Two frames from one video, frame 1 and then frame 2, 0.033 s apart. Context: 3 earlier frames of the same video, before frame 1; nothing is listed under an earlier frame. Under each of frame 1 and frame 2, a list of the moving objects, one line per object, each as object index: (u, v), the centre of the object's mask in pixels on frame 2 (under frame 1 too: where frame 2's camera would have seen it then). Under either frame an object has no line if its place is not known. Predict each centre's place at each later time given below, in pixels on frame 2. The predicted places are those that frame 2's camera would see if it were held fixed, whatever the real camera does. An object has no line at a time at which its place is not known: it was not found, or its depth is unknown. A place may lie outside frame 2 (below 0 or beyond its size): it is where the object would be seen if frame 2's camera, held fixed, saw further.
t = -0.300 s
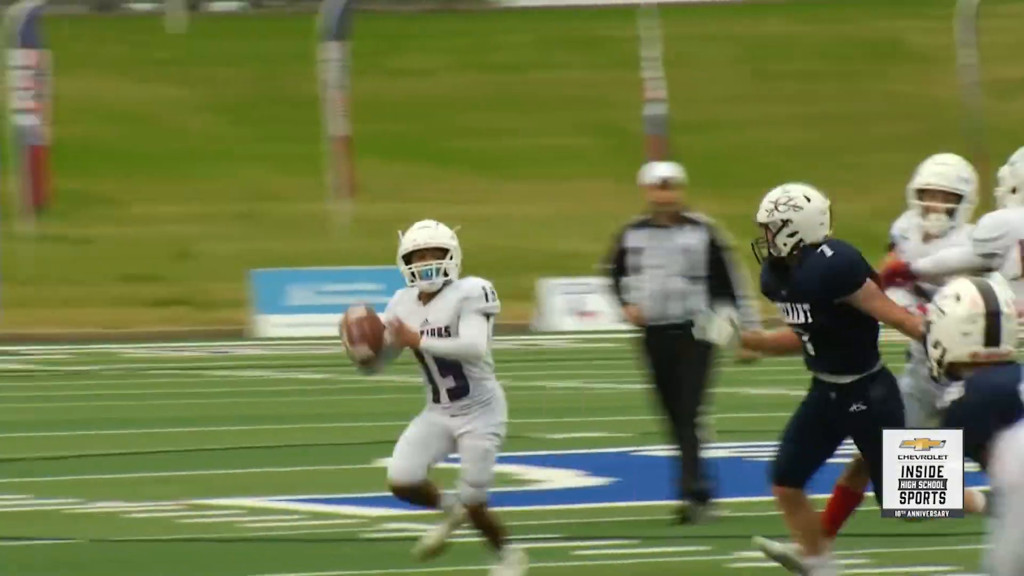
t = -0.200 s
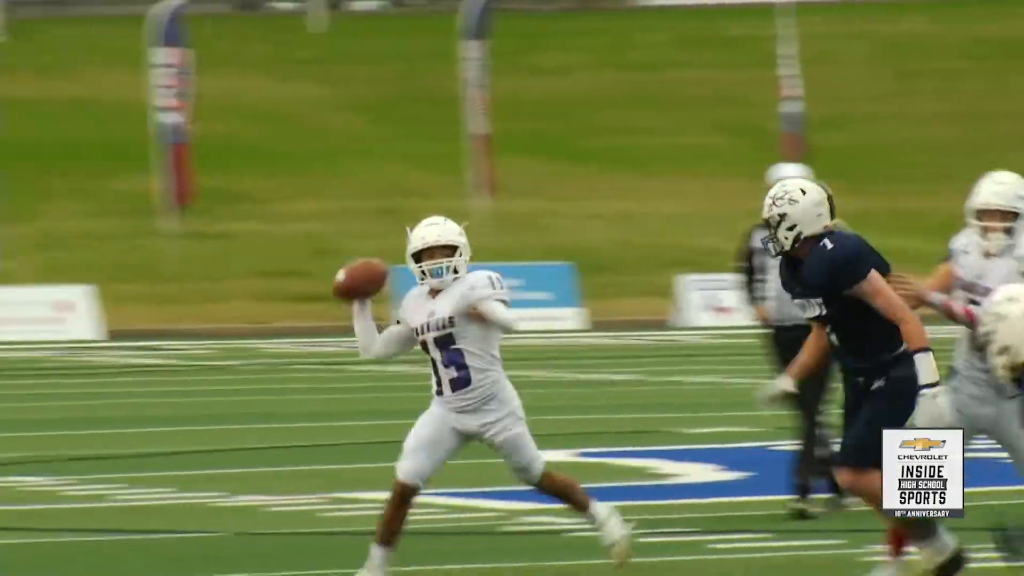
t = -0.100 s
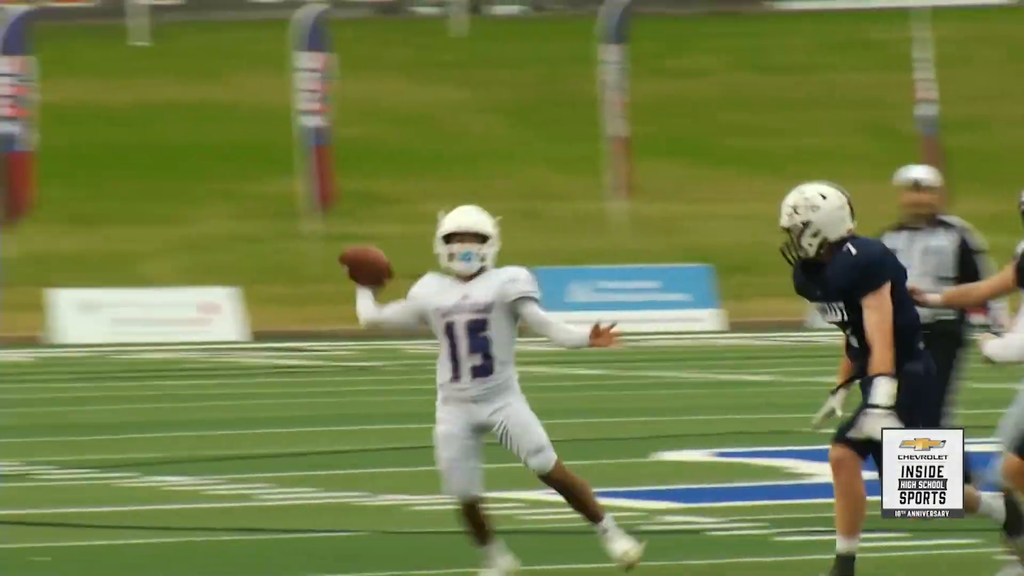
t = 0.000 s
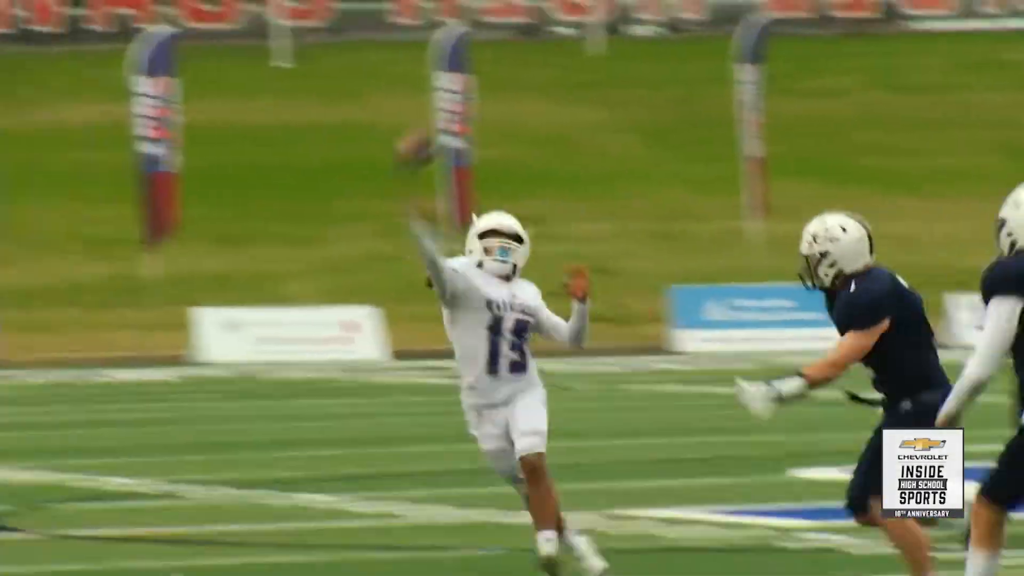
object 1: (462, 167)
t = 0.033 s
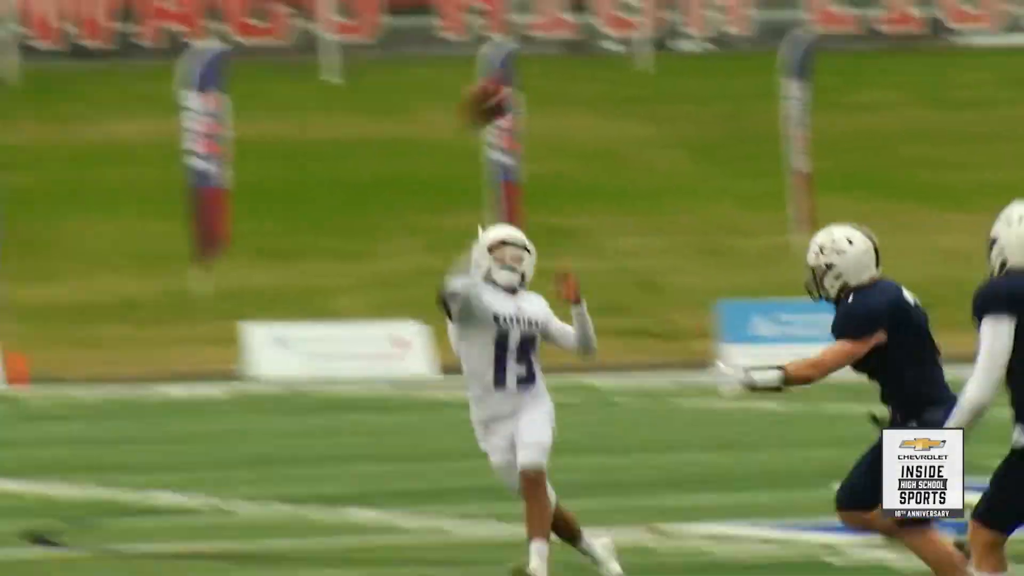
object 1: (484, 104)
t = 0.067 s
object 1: (511, 32)
